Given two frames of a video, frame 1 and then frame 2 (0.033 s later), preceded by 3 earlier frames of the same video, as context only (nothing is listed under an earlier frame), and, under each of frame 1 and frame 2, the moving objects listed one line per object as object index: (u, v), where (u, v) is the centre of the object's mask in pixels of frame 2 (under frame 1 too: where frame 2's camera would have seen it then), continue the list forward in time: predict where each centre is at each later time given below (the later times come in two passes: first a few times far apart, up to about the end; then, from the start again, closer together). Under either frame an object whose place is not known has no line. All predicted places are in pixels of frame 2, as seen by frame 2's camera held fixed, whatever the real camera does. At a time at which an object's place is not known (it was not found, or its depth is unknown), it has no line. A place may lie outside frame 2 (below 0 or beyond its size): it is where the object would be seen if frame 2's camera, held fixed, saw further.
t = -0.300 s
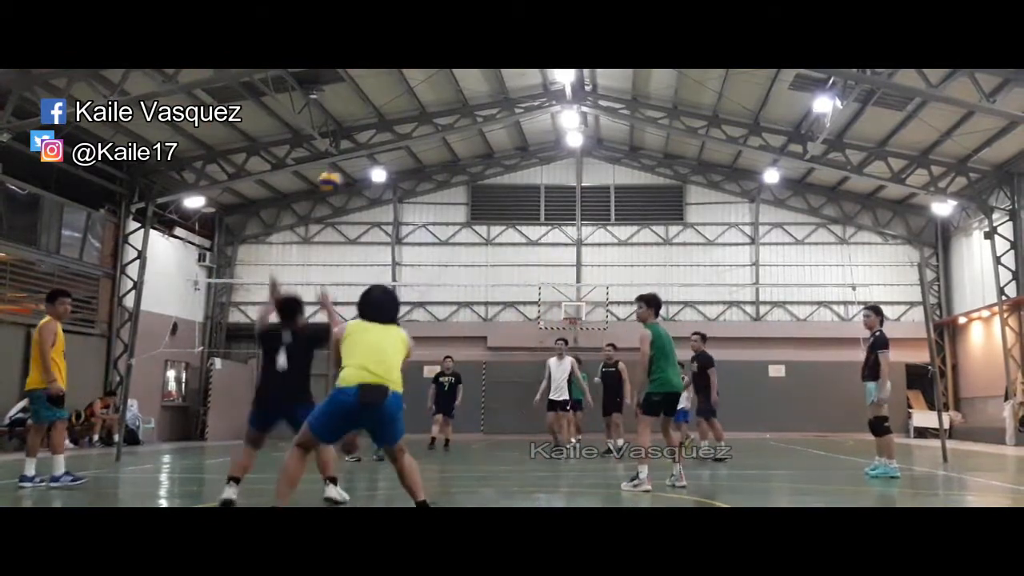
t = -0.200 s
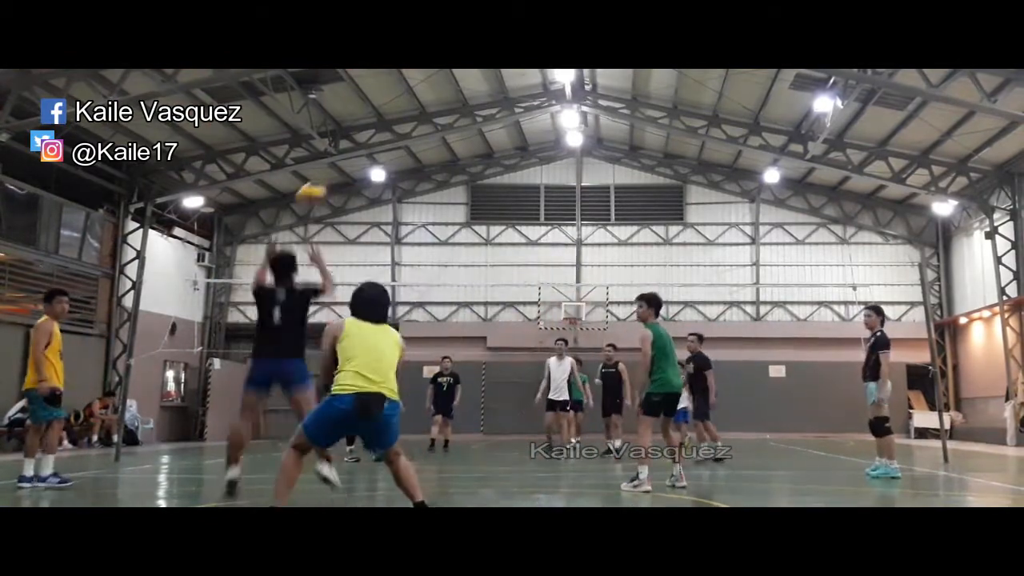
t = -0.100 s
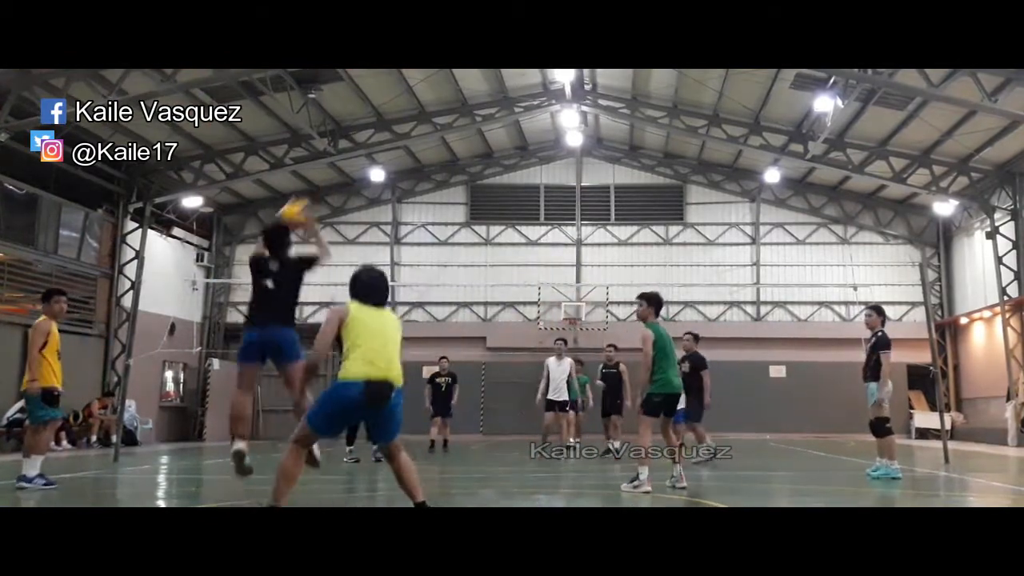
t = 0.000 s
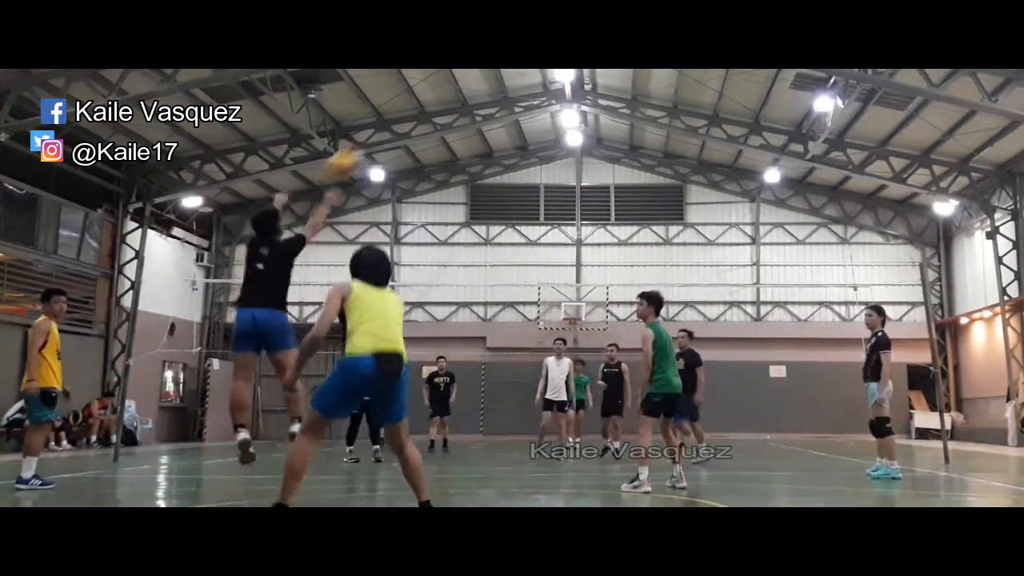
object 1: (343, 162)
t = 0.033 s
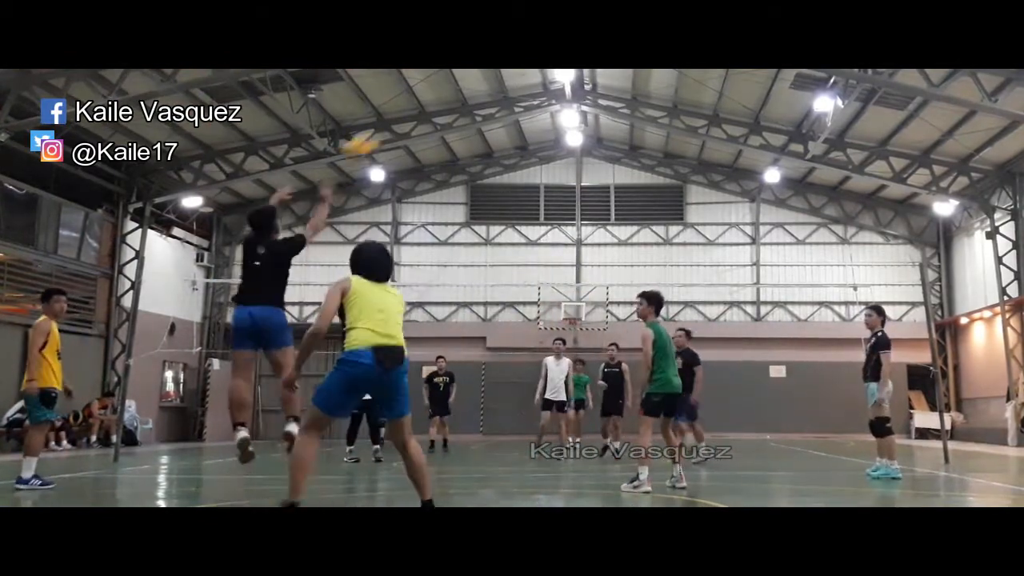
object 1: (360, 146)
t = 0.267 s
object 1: (457, 94)
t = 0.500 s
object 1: (527, 103)
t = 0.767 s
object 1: (594, 170)
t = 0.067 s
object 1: (377, 133)
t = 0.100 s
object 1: (393, 123)
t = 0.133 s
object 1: (406, 116)
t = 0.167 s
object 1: (419, 108)
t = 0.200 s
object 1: (433, 102)
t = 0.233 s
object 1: (446, 96)
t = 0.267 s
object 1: (457, 94)
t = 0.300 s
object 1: (468, 92)
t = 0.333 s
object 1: (480, 92)
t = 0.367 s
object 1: (491, 92)
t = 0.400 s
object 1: (500, 93)
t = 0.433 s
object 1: (509, 96)
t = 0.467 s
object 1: (518, 99)
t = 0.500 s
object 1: (527, 103)
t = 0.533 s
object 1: (536, 110)
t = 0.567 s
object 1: (544, 117)
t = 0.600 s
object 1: (555, 119)
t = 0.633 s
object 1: (562, 133)
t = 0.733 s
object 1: (587, 160)
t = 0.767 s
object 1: (594, 170)
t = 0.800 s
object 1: (603, 186)
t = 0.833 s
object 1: (610, 194)
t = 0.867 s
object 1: (617, 208)
